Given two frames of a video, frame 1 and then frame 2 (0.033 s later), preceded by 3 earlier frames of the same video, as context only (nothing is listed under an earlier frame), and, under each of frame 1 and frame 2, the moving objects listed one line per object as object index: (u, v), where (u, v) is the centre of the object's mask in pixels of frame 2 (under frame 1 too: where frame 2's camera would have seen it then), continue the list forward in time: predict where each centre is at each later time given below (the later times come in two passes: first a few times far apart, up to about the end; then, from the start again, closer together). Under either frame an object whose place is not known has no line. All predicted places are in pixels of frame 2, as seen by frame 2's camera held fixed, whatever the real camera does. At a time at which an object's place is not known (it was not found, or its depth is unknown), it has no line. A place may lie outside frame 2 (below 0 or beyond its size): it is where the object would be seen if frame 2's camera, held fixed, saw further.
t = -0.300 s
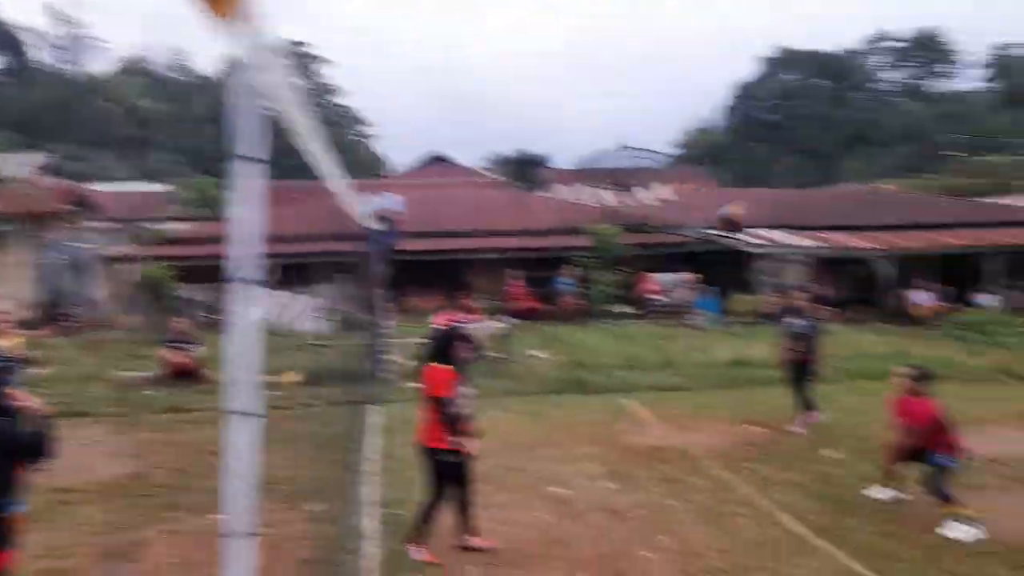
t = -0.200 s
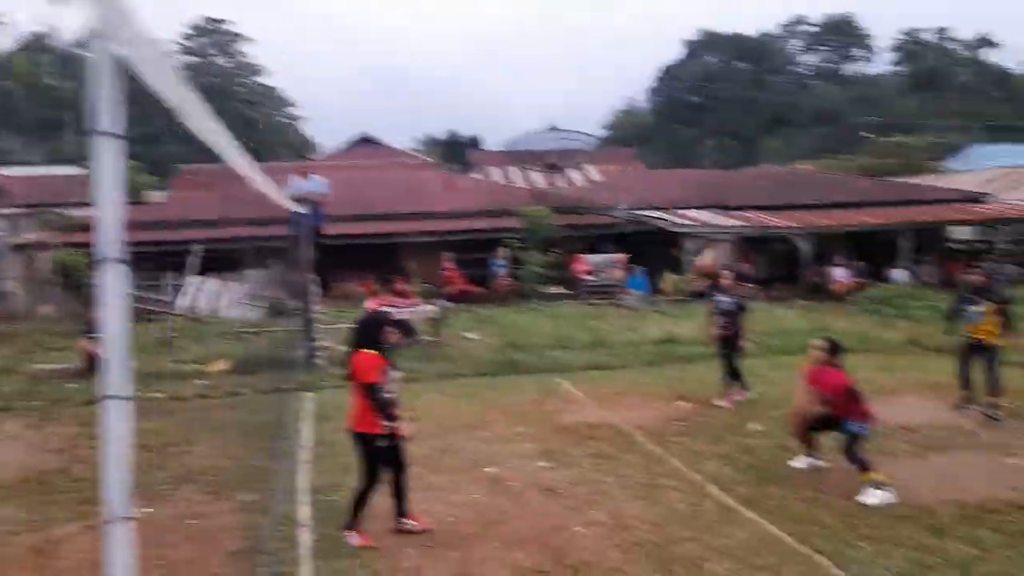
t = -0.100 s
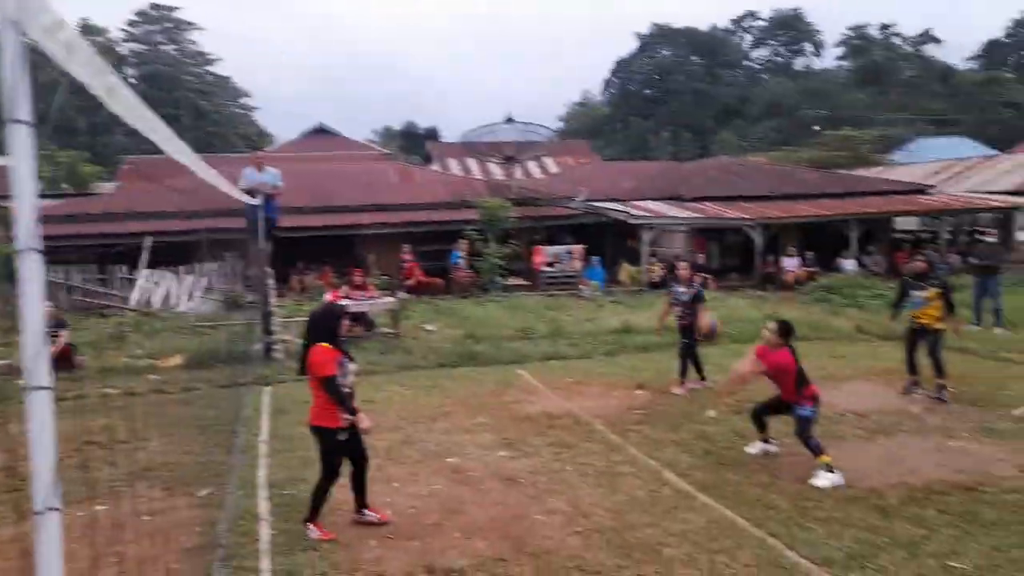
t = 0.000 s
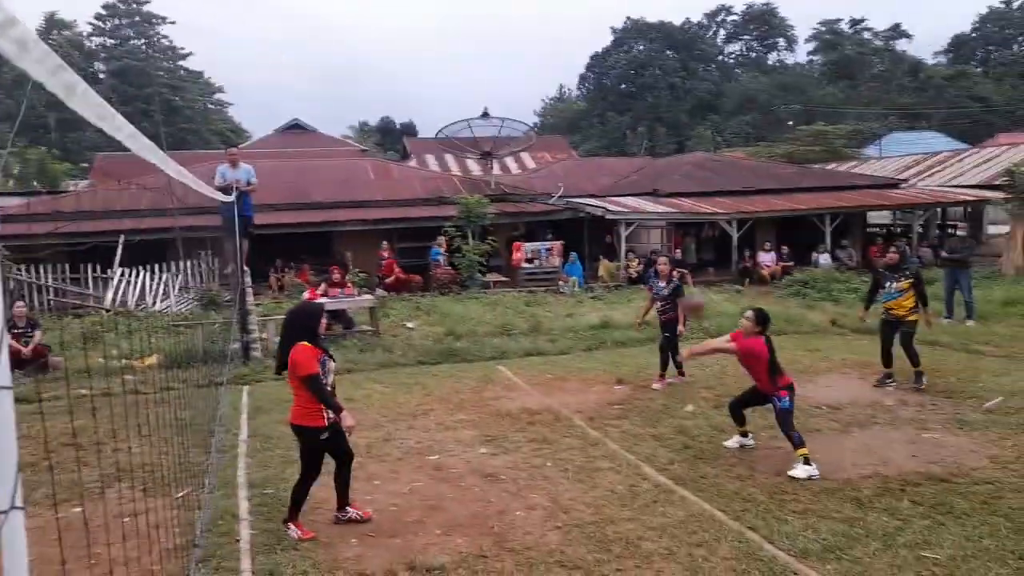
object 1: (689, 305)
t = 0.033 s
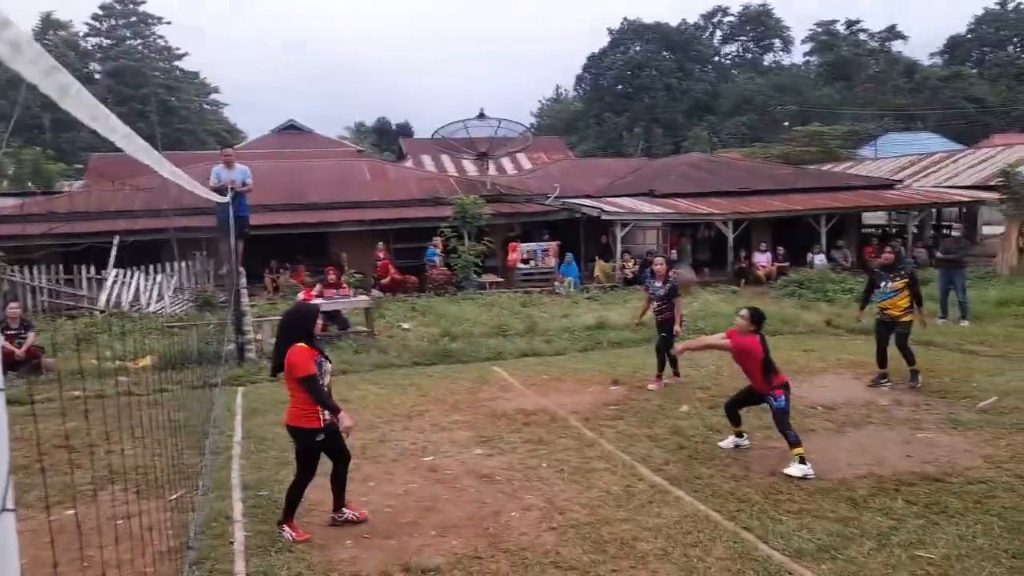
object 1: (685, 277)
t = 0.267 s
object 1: (647, 137)
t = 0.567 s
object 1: (598, 40)
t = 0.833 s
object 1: (556, 56)
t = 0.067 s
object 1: (681, 253)
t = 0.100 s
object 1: (674, 232)
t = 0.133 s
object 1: (667, 212)
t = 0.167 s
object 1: (662, 188)
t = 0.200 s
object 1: (658, 169)
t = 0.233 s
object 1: (652, 151)
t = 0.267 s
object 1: (647, 137)
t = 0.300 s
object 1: (641, 120)
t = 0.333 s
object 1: (635, 106)
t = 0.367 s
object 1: (629, 91)
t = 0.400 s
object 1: (623, 79)
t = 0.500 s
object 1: (610, 50)
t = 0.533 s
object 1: (603, 44)
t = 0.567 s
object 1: (598, 40)
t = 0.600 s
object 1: (592, 36)
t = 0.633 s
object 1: (587, 33)
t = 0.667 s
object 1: (581, 33)
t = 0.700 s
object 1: (577, 34)
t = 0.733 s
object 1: (572, 37)
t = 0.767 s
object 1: (567, 41)
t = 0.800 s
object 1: (561, 48)
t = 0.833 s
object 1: (556, 56)
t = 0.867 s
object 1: (552, 65)
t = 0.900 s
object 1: (547, 76)
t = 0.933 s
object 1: (543, 89)
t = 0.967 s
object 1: (539, 103)
